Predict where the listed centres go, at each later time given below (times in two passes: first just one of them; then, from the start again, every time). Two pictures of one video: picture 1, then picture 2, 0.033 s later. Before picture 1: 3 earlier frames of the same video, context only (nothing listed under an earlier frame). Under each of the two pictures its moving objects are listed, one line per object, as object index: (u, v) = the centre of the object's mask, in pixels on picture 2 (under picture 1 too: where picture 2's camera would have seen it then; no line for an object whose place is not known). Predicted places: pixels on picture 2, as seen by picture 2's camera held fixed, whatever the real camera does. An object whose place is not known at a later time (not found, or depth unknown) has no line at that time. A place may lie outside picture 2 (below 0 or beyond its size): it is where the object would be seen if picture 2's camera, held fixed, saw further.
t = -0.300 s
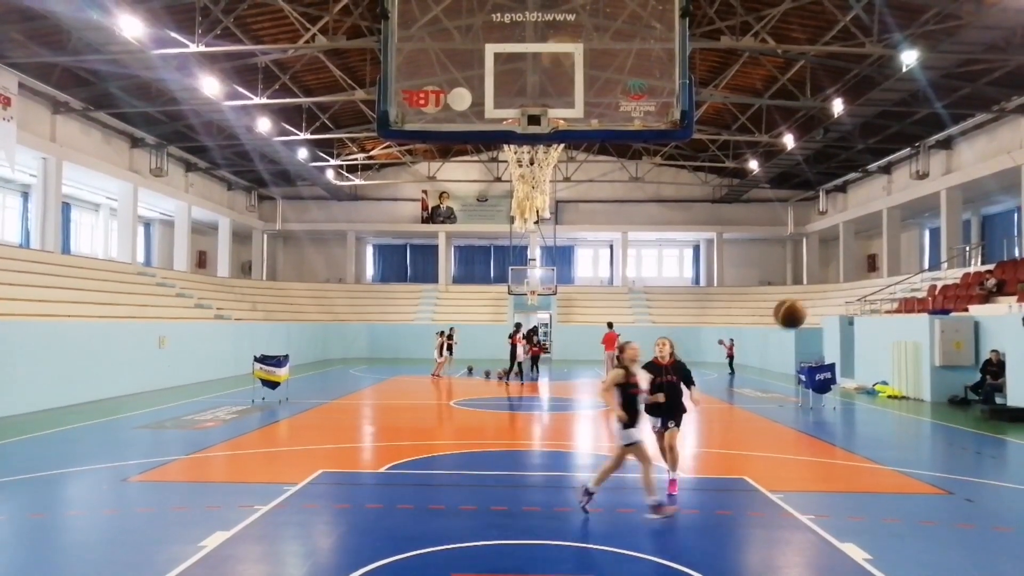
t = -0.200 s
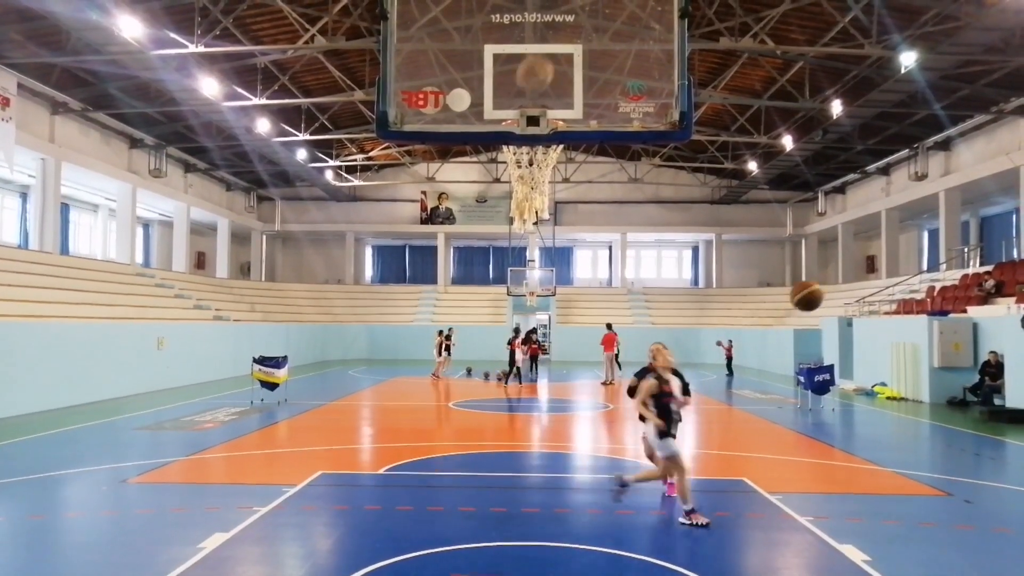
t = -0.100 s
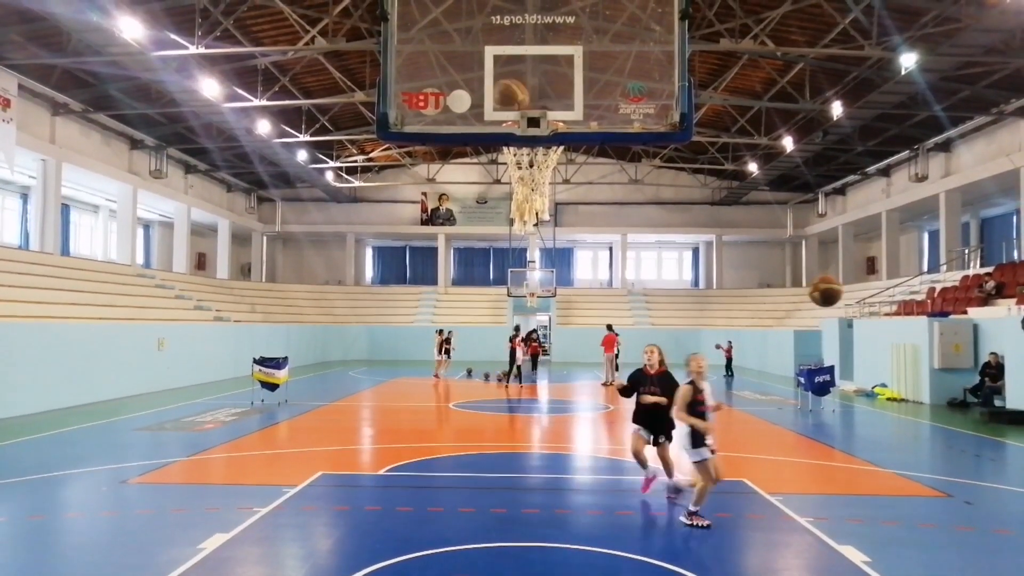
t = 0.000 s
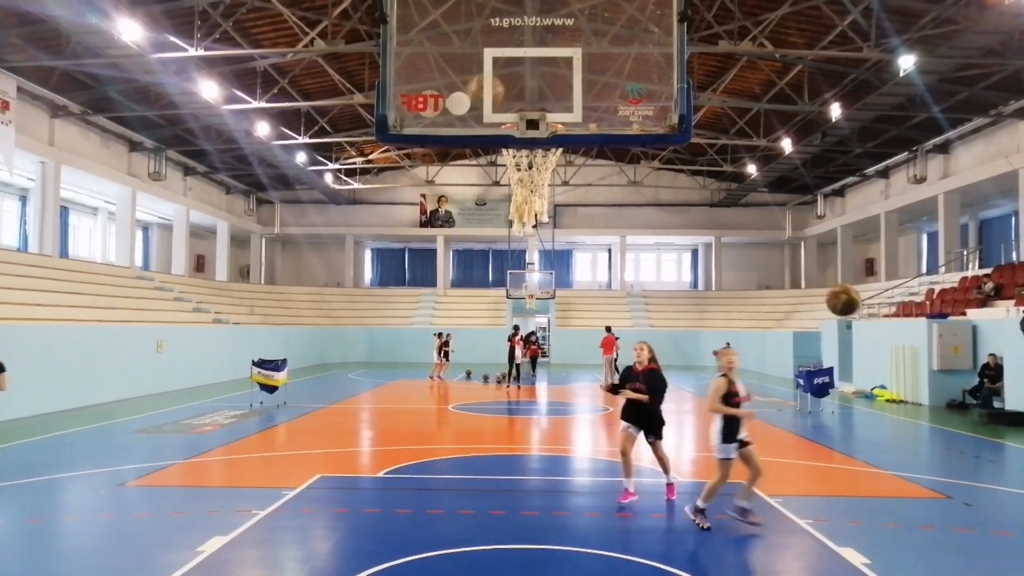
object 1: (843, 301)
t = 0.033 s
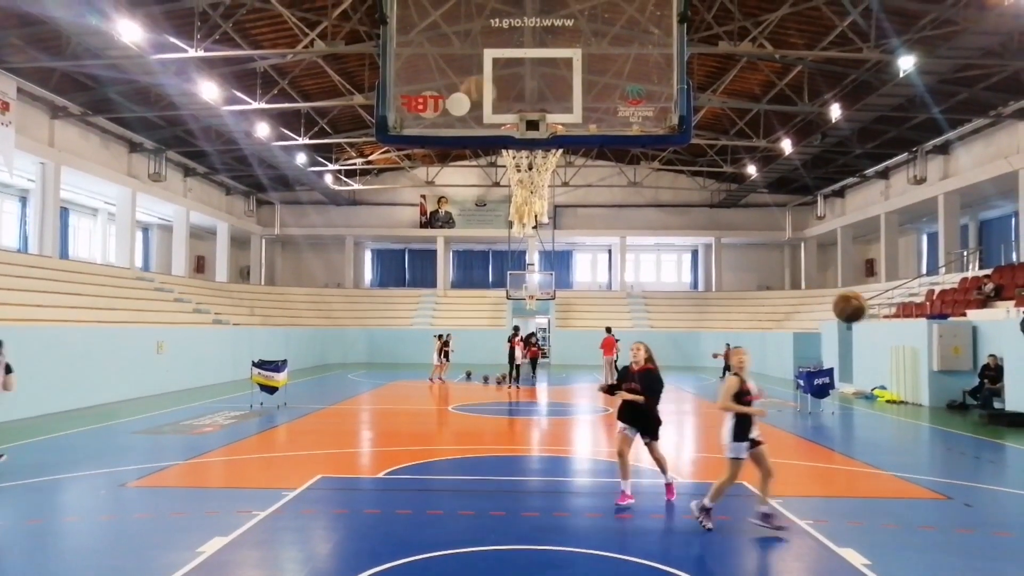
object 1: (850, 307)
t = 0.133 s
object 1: (870, 333)
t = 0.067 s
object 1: (856, 314)
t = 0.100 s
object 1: (862, 323)
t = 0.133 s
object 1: (870, 333)
